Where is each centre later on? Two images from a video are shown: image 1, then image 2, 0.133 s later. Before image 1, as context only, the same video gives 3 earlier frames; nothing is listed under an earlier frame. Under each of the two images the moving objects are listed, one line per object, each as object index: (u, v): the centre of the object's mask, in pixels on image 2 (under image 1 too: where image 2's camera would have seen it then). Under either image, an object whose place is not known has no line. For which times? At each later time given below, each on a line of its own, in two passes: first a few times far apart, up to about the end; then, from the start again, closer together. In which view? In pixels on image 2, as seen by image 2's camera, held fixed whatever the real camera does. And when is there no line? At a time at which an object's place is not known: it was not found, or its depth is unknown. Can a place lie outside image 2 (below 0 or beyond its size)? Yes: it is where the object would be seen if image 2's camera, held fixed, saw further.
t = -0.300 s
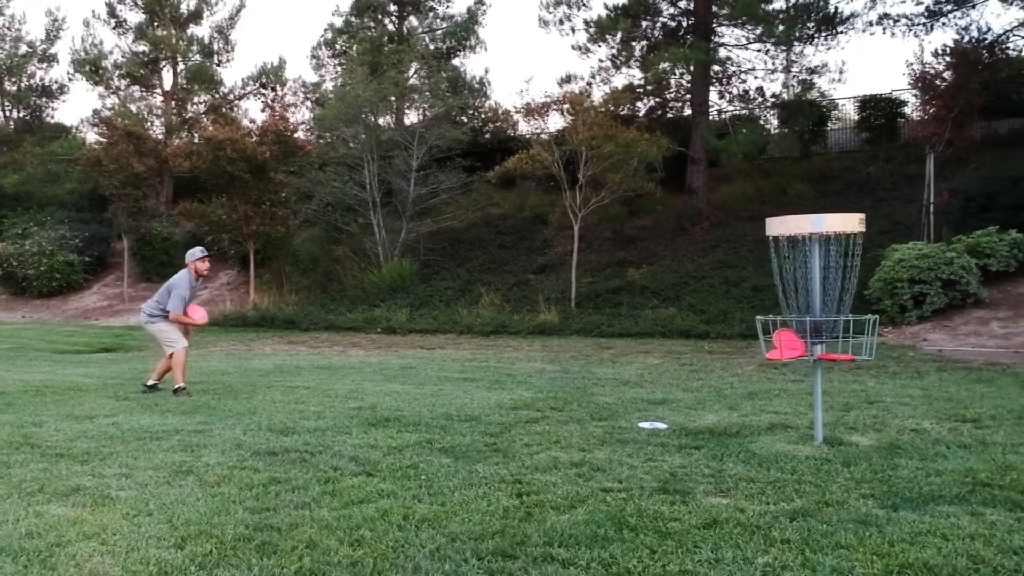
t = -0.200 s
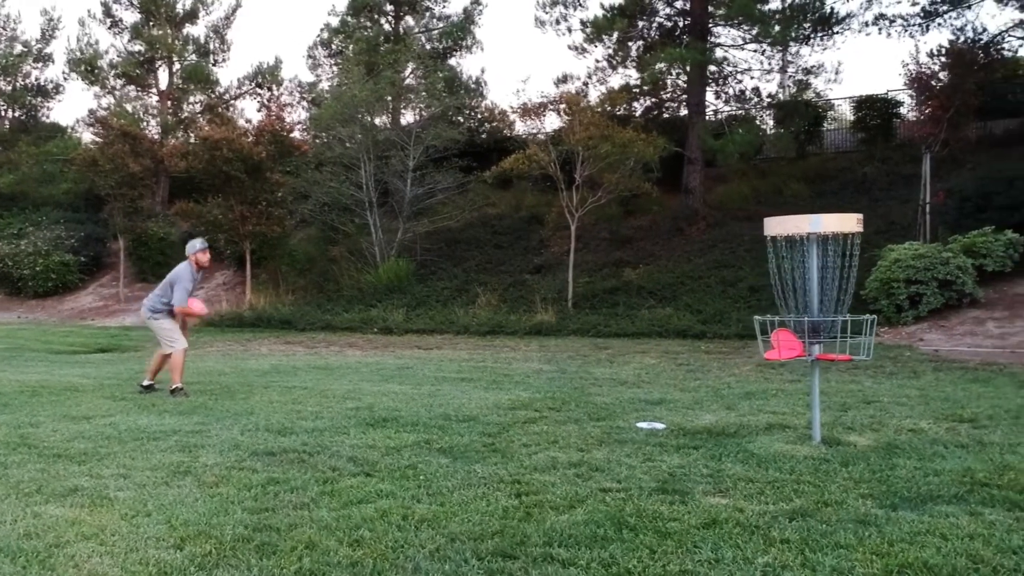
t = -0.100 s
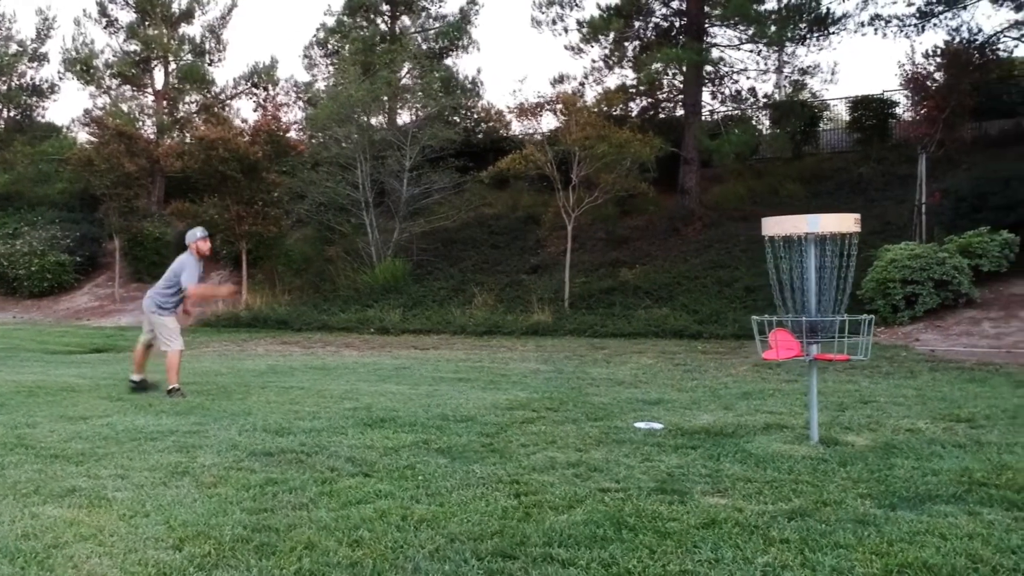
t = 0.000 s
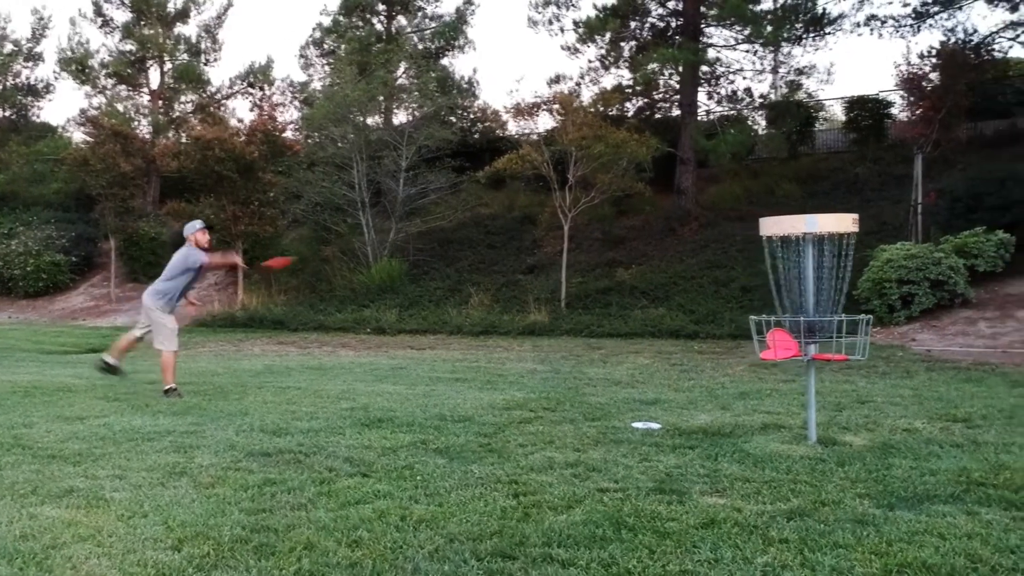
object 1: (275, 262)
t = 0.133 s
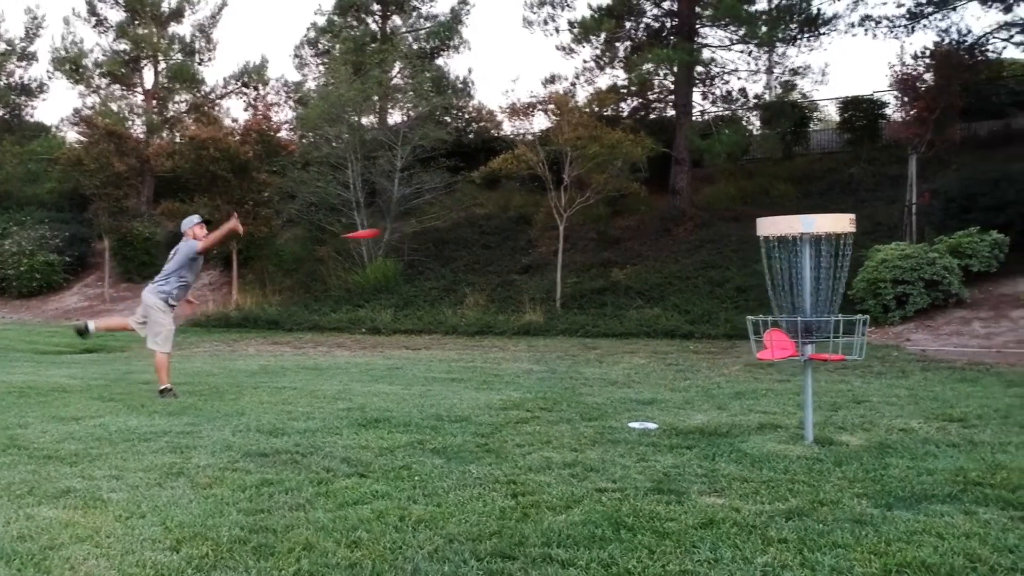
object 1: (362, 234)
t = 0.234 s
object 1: (436, 225)
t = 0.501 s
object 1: (681, 247)
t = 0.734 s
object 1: (820, 279)
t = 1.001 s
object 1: (842, 328)
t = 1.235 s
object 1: (840, 349)
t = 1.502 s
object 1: (837, 353)
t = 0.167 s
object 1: (385, 231)
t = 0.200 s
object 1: (407, 227)
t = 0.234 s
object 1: (436, 225)
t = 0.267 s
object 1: (462, 225)
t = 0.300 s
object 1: (488, 224)
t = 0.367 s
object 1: (549, 227)
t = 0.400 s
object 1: (580, 231)
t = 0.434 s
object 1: (609, 234)
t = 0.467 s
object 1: (646, 241)
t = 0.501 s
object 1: (681, 247)
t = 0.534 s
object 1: (713, 254)
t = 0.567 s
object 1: (750, 264)
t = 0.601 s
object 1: (776, 271)
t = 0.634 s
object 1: (785, 272)
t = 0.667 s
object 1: (800, 273)
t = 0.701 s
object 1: (810, 276)
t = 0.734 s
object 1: (820, 279)
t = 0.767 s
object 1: (828, 282)
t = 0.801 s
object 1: (834, 288)
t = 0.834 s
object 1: (839, 293)
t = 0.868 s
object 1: (841, 298)
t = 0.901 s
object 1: (842, 304)
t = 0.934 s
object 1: (842, 310)
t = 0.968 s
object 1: (842, 318)
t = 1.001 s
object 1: (842, 328)
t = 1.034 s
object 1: (842, 337)
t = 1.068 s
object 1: (844, 336)
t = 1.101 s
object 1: (845, 337)
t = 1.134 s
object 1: (848, 340)
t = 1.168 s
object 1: (846, 343)
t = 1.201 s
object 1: (843, 346)
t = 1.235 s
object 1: (840, 349)
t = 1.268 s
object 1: (837, 352)
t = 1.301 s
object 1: (838, 352)
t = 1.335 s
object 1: (838, 352)
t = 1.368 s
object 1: (835, 354)
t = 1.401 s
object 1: (836, 353)
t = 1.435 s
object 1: (837, 353)
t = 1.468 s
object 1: (837, 353)
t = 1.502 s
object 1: (837, 353)
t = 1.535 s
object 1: (837, 353)
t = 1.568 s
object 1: (837, 353)
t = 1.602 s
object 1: (837, 353)
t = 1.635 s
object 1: (837, 353)
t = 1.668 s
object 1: (837, 353)
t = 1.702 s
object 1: (837, 353)
